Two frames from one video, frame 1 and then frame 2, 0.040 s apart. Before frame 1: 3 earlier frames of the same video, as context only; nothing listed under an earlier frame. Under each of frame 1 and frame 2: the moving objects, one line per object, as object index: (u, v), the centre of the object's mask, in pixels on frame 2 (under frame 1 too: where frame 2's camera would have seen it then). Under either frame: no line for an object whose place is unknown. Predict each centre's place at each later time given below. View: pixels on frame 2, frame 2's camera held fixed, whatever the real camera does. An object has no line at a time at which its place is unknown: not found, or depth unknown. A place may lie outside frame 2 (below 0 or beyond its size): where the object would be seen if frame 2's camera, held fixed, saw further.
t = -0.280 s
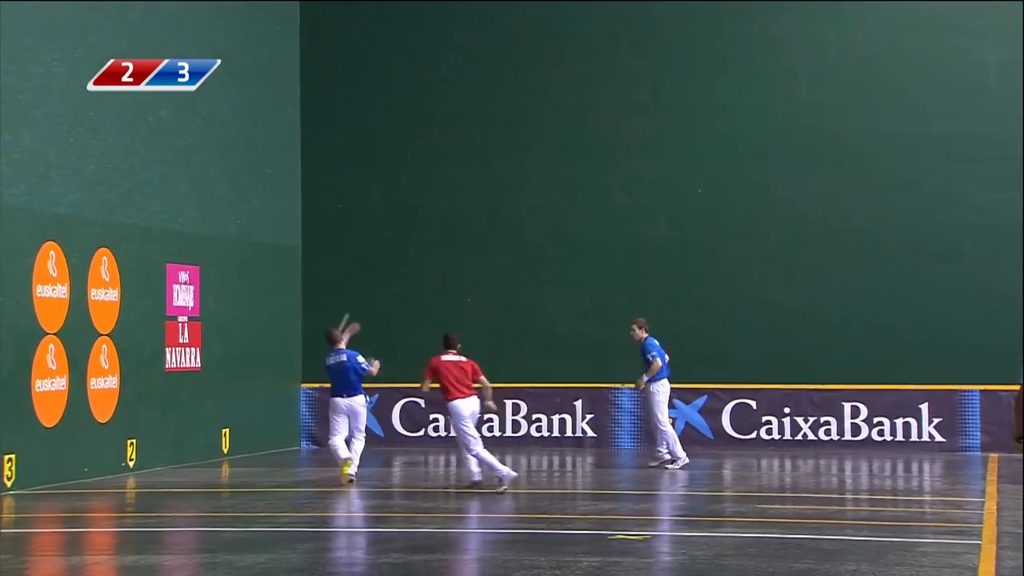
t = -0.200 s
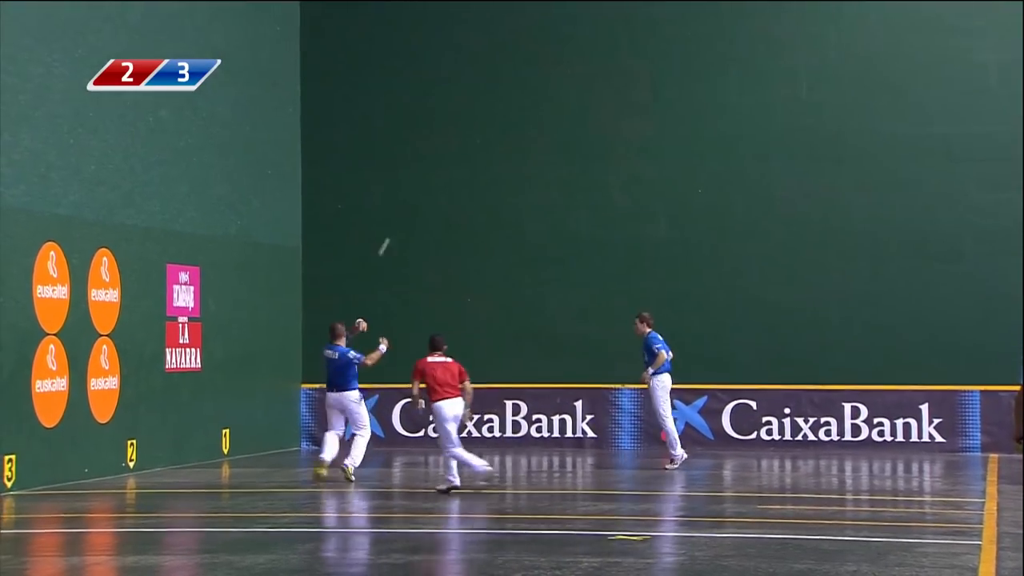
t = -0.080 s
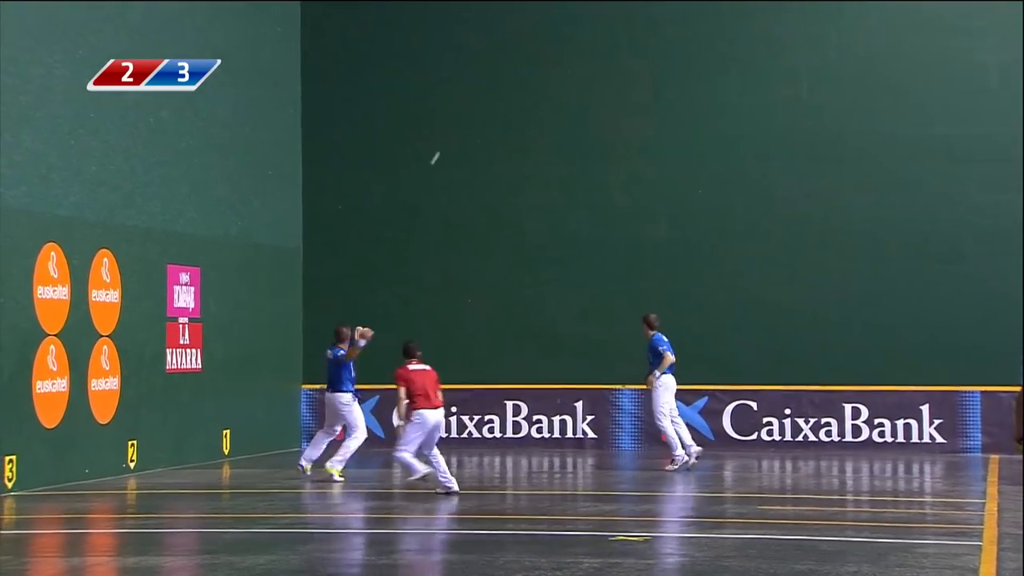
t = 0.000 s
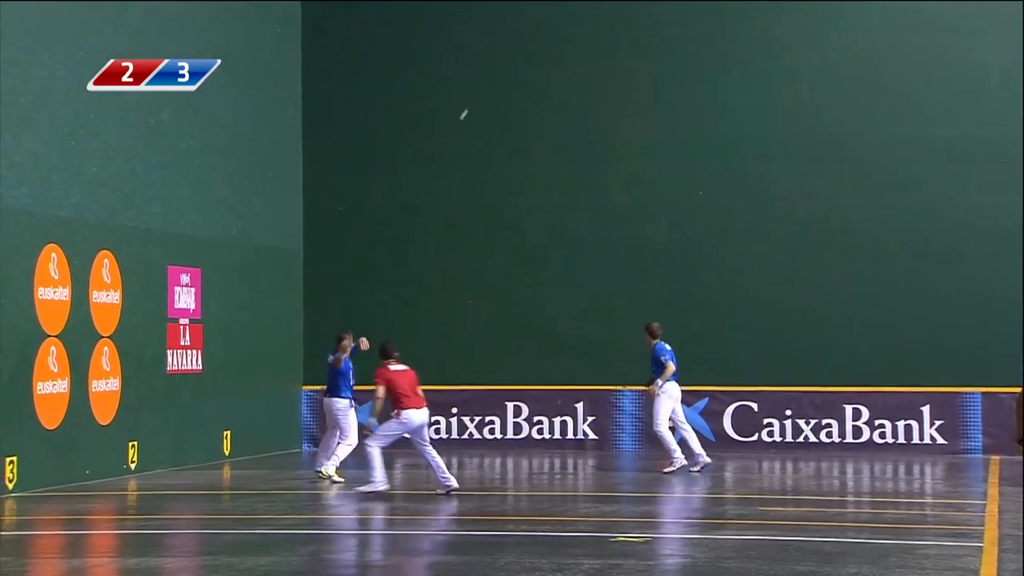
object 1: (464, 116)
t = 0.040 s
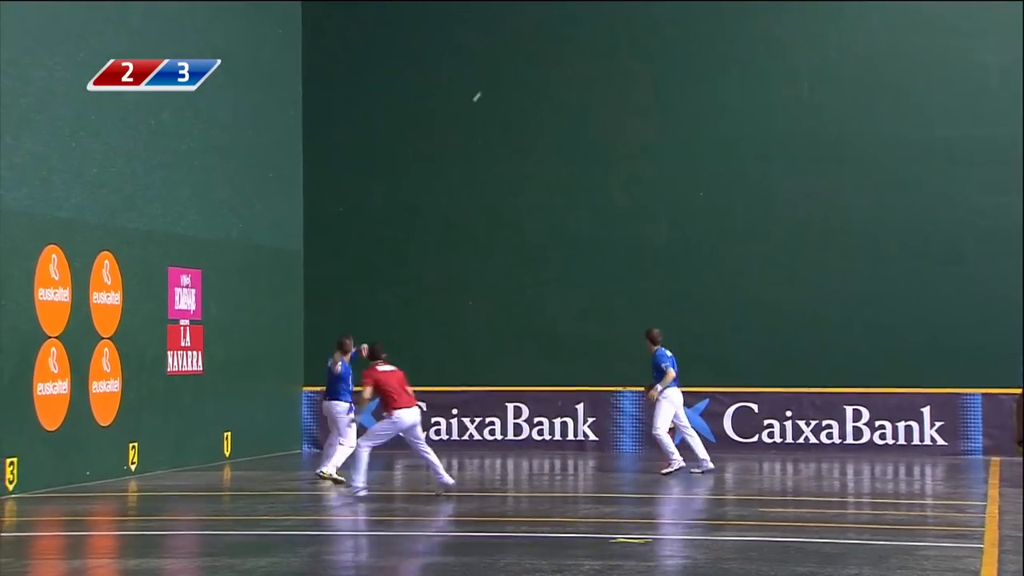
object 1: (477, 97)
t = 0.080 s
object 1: (479, 76)
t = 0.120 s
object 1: (477, 60)
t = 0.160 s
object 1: (474, 47)
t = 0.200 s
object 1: (470, 33)
